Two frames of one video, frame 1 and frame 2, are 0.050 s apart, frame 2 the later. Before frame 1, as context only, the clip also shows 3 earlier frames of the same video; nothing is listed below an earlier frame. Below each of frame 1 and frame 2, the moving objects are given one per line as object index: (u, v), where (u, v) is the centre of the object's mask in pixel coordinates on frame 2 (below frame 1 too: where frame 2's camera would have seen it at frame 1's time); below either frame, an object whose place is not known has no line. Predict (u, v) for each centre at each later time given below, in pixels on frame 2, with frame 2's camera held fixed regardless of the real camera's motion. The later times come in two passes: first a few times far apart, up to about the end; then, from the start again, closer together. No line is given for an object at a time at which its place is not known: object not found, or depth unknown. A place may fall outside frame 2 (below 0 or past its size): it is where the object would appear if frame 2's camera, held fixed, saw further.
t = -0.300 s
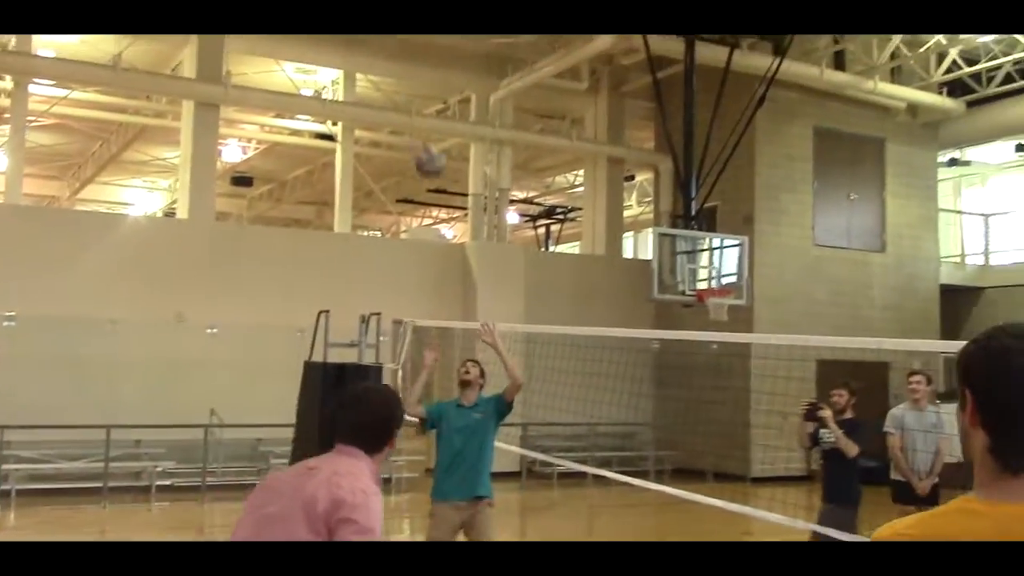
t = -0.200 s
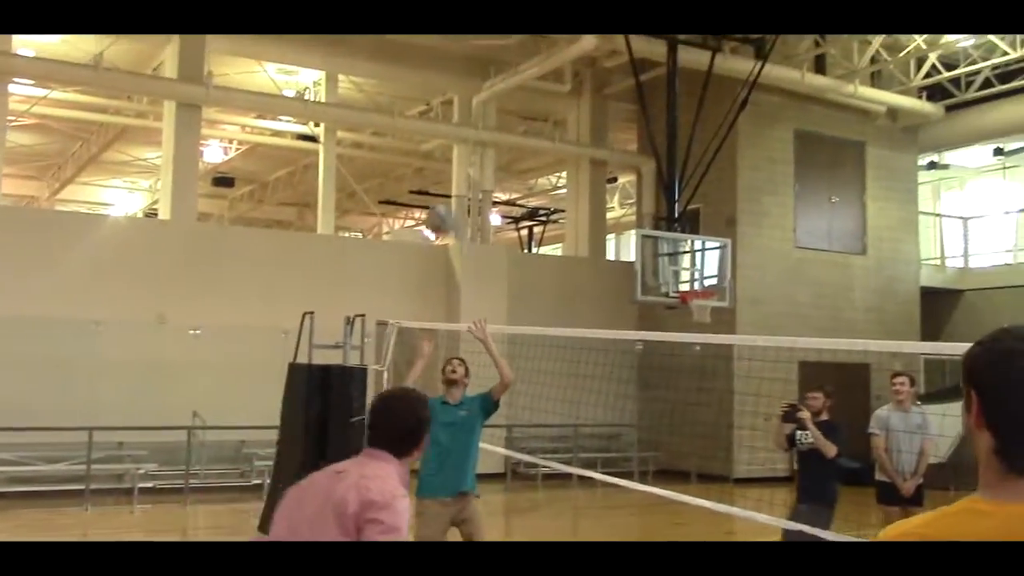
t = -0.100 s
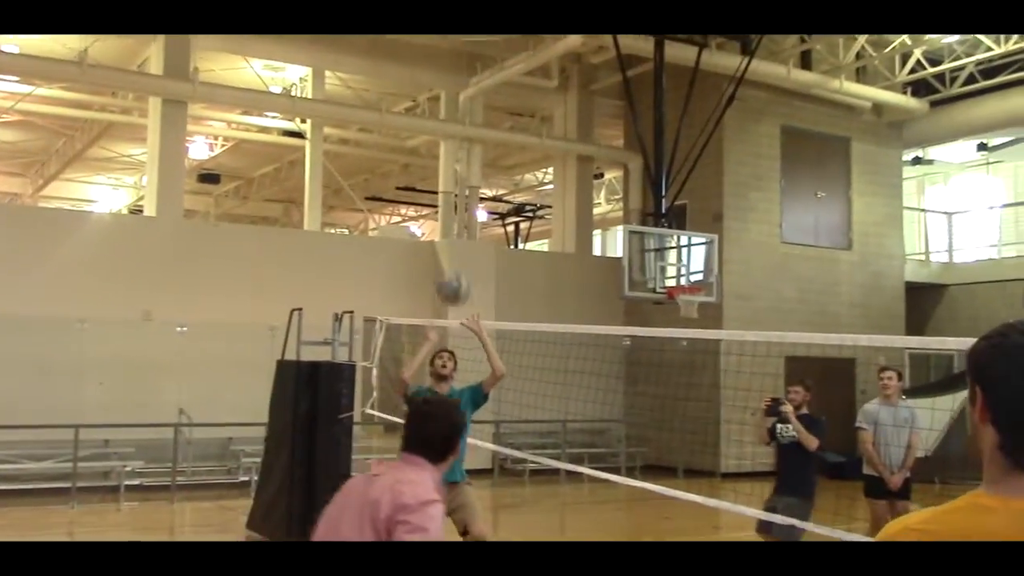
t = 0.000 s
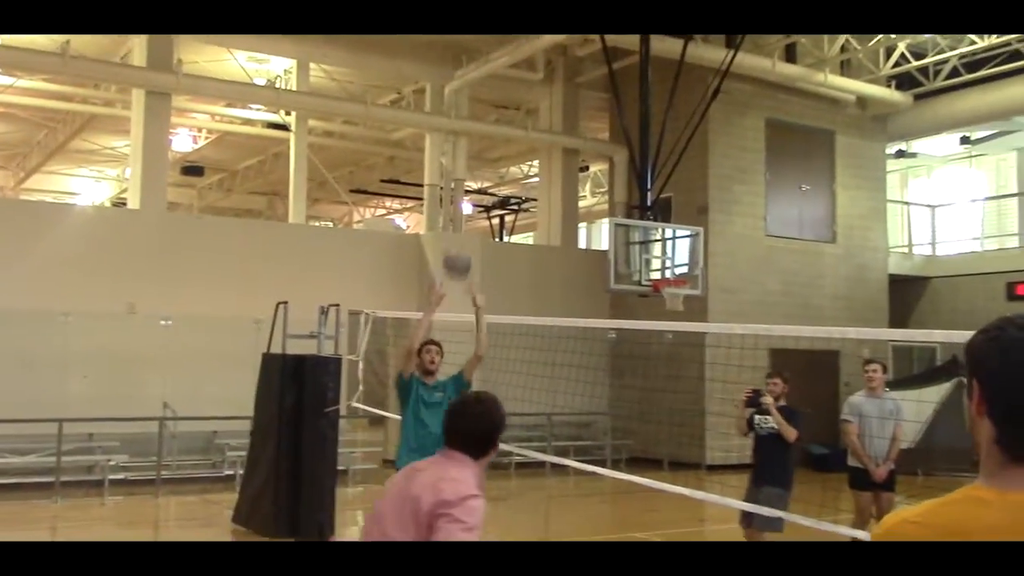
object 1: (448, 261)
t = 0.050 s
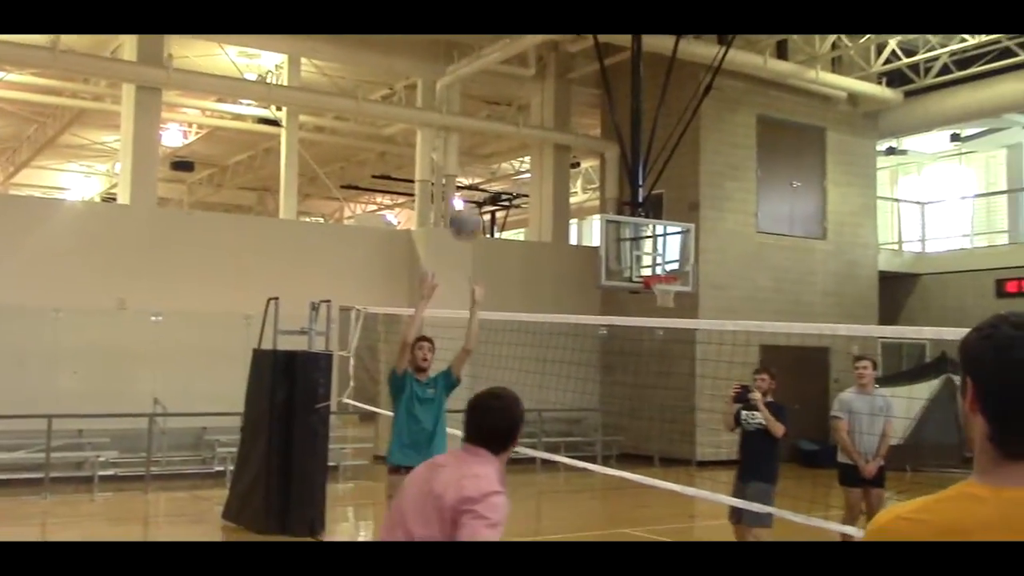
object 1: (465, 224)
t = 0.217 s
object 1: (514, 123)
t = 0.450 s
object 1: (587, 54)
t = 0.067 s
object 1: (471, 211)
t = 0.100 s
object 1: (481, 189)
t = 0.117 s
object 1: (486, 180)
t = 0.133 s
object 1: (492, 169)
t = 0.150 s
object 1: (496, 159)
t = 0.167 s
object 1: (501, 149)
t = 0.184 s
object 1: (506, 140)
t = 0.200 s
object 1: (510, 131)
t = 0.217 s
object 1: (514, 123)
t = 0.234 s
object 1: (521, 116)
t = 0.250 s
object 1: (526, 109)
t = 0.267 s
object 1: (531, 102)
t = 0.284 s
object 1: (535, 96)
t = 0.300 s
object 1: (540, 90)
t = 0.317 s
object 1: (546, 85)
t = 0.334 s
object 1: (551, 80)
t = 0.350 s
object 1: (556, 74)
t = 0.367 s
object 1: (561, 70)
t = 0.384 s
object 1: (567, 66)
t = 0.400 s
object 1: (572, 63)
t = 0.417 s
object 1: (578, 60)
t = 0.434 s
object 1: (583, 57)
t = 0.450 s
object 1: (587, 54)
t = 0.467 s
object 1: (594, 53)
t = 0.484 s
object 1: (599, 53)
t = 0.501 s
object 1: (605, 52)
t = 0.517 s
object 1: (610, 51)
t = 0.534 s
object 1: (615, 51)
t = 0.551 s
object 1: (621, 52)
